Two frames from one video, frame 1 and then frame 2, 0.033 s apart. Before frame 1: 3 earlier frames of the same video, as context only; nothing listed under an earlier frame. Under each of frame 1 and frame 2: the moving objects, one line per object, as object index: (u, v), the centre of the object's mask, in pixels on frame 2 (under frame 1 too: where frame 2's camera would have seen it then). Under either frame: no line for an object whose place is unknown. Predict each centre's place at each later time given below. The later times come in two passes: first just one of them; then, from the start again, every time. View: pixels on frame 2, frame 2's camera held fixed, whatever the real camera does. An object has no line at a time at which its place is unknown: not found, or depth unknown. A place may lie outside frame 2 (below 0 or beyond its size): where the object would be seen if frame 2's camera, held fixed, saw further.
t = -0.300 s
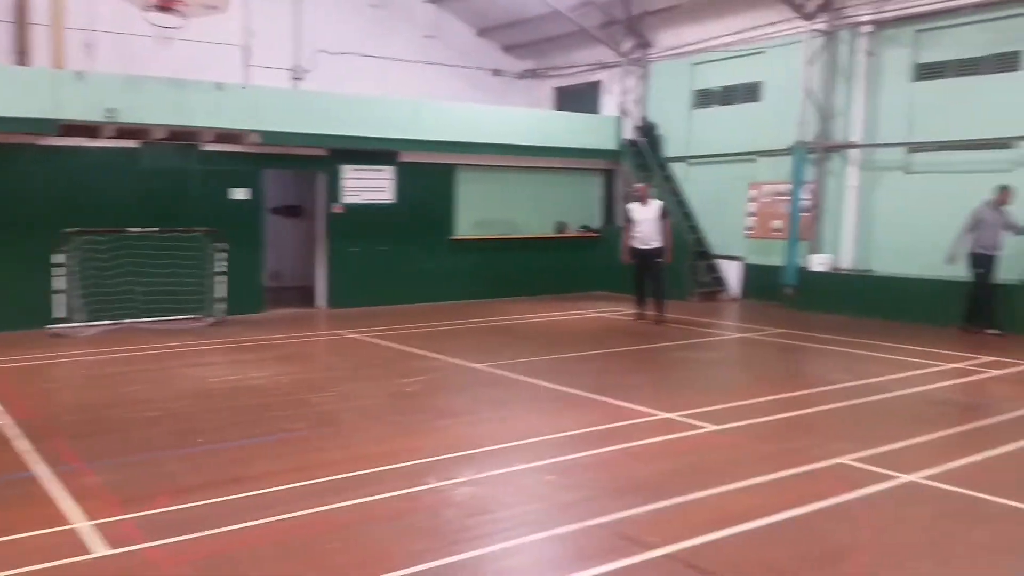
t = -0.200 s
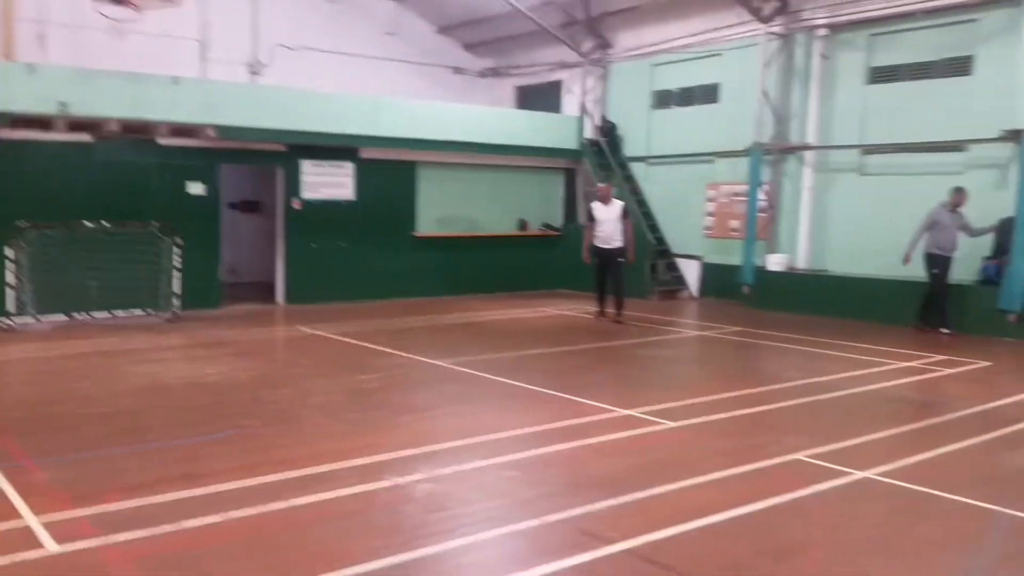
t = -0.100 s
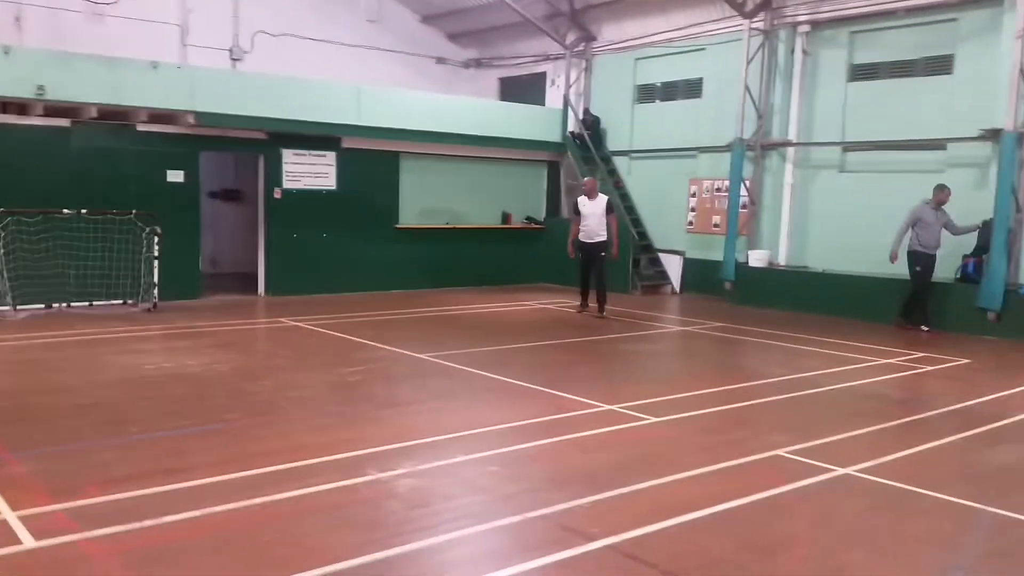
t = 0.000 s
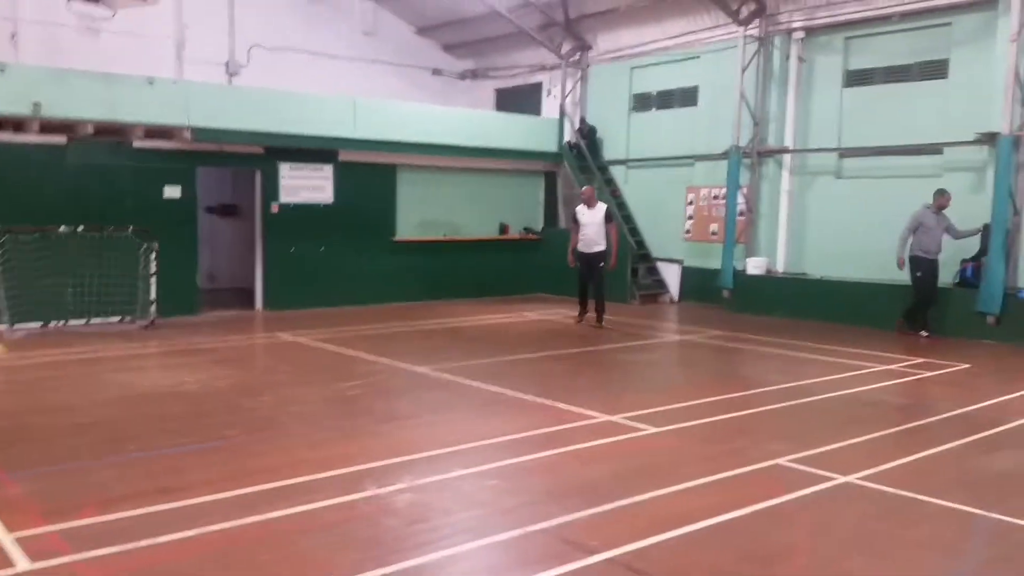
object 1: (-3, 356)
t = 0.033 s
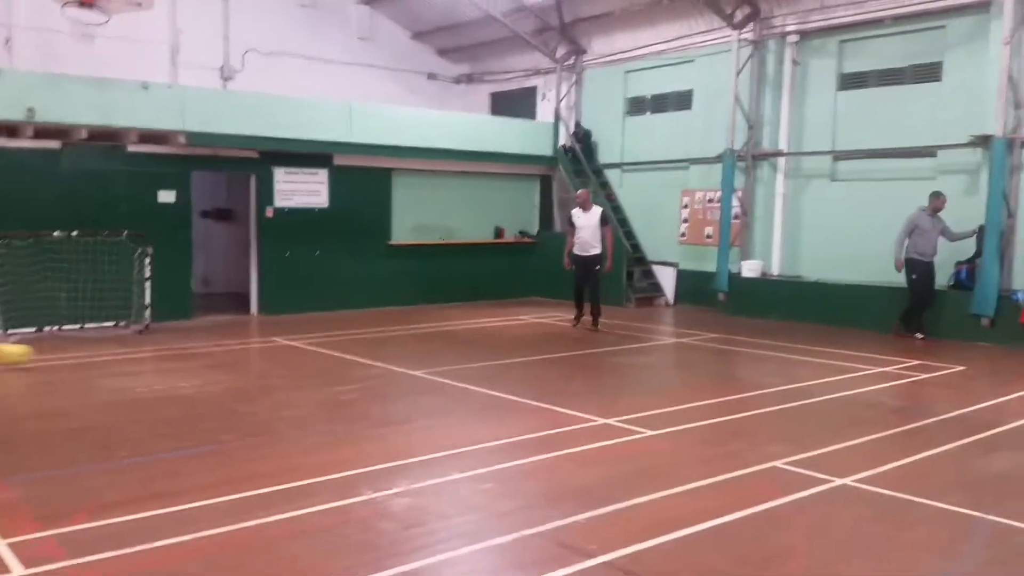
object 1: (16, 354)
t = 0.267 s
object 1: (219, 348)
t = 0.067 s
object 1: (46, 351)
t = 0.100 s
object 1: (80, 351)
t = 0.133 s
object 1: (110, 351)
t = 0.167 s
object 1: (139, 348)
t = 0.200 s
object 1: (166, 348)
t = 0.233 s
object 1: (192, 347)
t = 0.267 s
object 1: (219, 348)
